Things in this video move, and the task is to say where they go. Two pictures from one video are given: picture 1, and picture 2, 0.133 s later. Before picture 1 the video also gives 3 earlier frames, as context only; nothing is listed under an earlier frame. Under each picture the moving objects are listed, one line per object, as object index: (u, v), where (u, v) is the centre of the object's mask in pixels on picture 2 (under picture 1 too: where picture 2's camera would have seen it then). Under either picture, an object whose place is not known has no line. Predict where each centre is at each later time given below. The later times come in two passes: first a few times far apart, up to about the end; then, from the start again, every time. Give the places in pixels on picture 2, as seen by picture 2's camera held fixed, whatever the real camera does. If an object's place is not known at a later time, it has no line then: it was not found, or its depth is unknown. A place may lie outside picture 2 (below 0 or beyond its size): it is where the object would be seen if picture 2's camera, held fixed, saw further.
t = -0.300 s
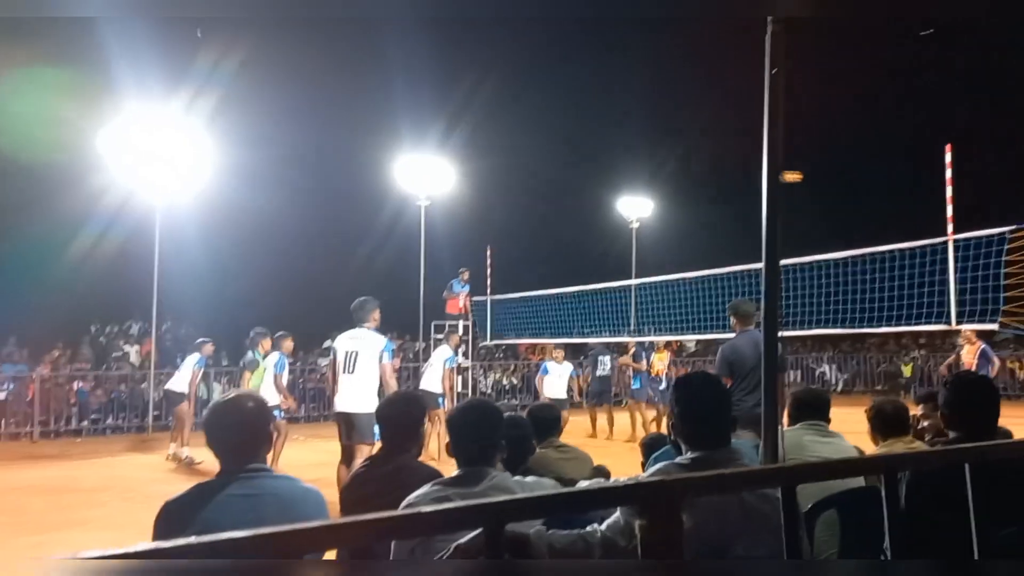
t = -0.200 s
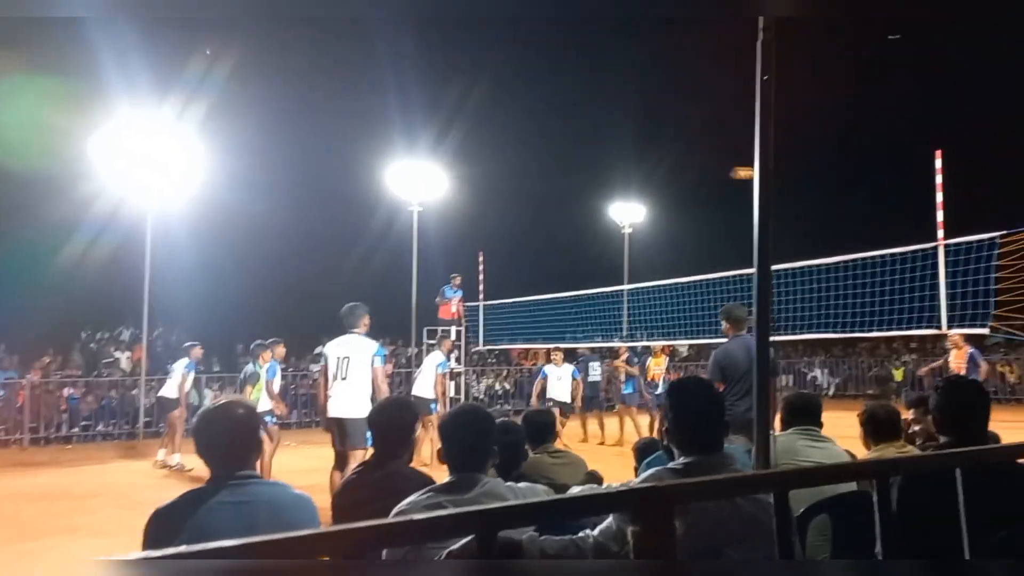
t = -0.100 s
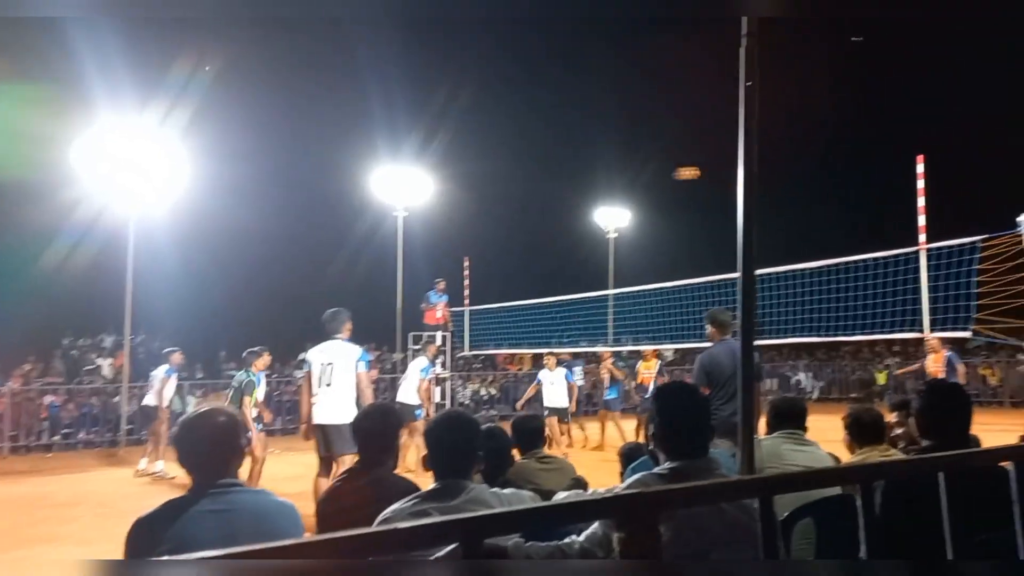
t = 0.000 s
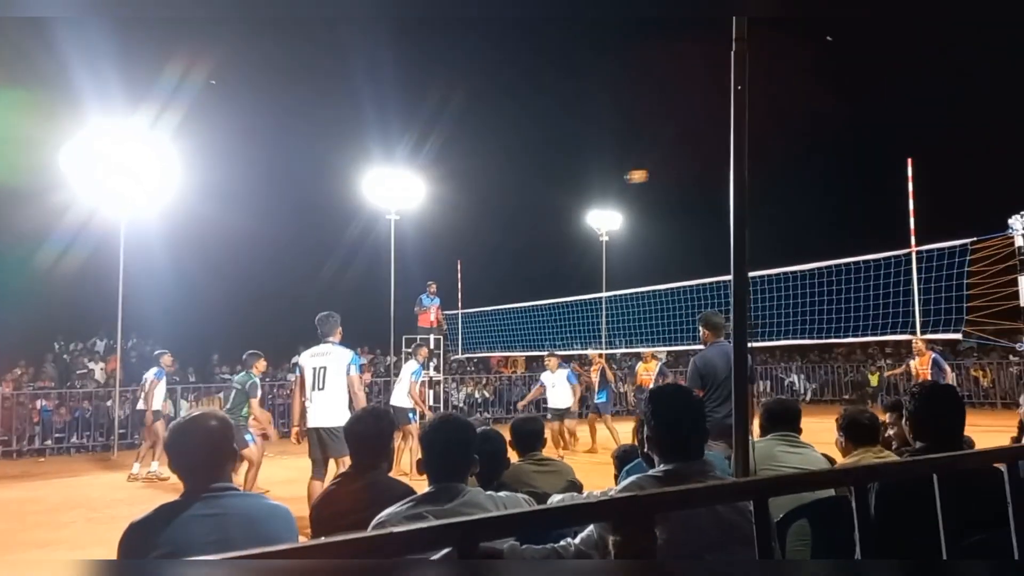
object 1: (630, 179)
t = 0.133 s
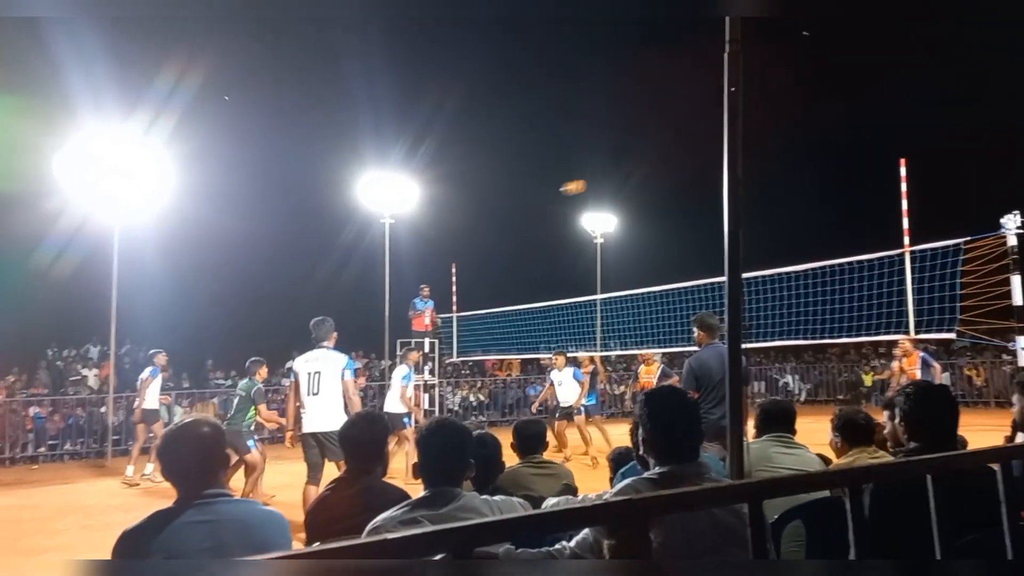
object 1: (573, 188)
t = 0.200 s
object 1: (543, 197)
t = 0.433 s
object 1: (427, 258)
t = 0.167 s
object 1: (558, 192)
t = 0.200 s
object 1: (543, 197)
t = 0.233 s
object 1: (527, 203)
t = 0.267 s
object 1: (510, 210)
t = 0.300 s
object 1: (495, 217)
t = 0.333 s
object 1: (479, 226)
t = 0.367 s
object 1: (462, 236)
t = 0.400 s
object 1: (445, 246)
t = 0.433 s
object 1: (427, 258)
